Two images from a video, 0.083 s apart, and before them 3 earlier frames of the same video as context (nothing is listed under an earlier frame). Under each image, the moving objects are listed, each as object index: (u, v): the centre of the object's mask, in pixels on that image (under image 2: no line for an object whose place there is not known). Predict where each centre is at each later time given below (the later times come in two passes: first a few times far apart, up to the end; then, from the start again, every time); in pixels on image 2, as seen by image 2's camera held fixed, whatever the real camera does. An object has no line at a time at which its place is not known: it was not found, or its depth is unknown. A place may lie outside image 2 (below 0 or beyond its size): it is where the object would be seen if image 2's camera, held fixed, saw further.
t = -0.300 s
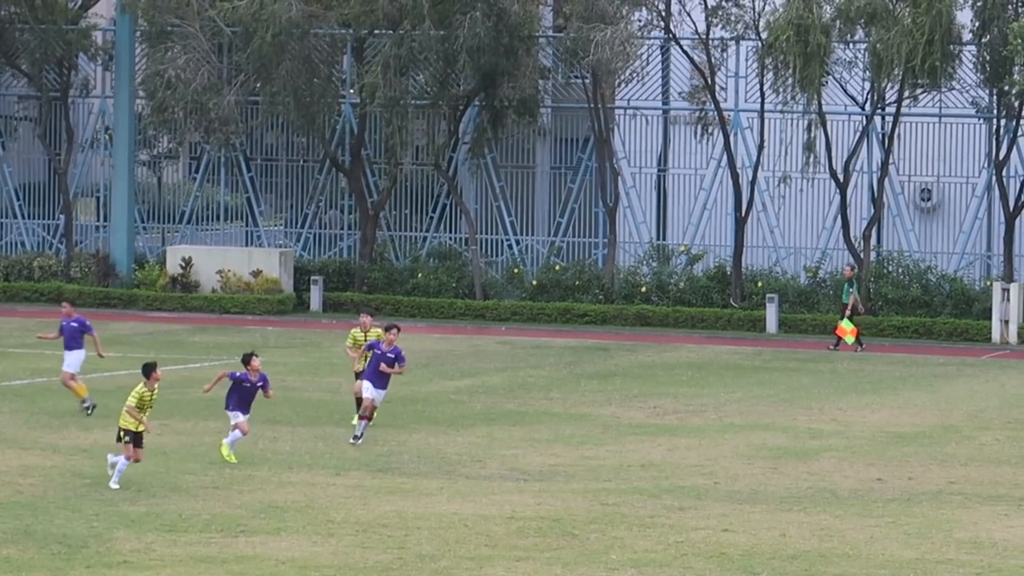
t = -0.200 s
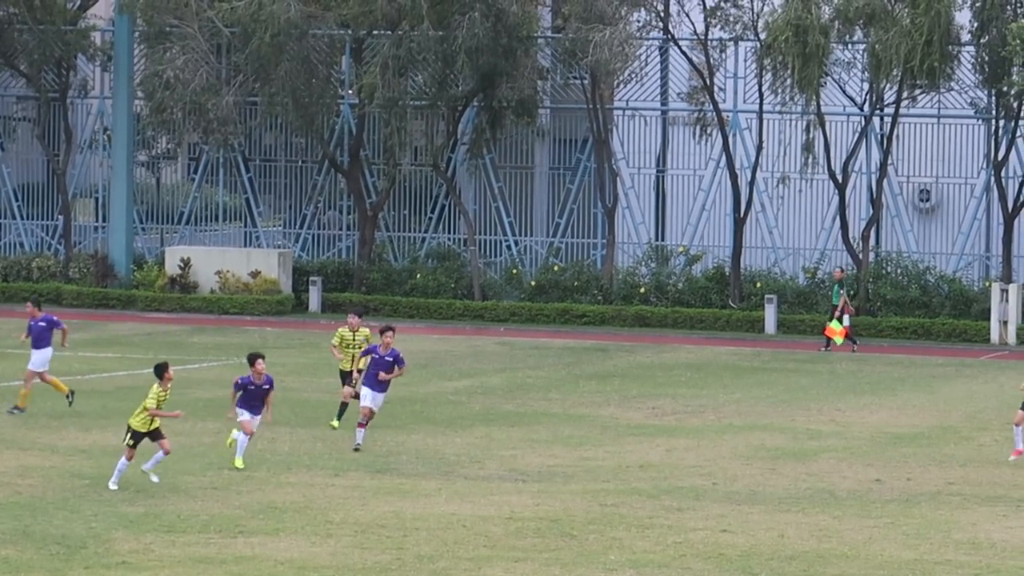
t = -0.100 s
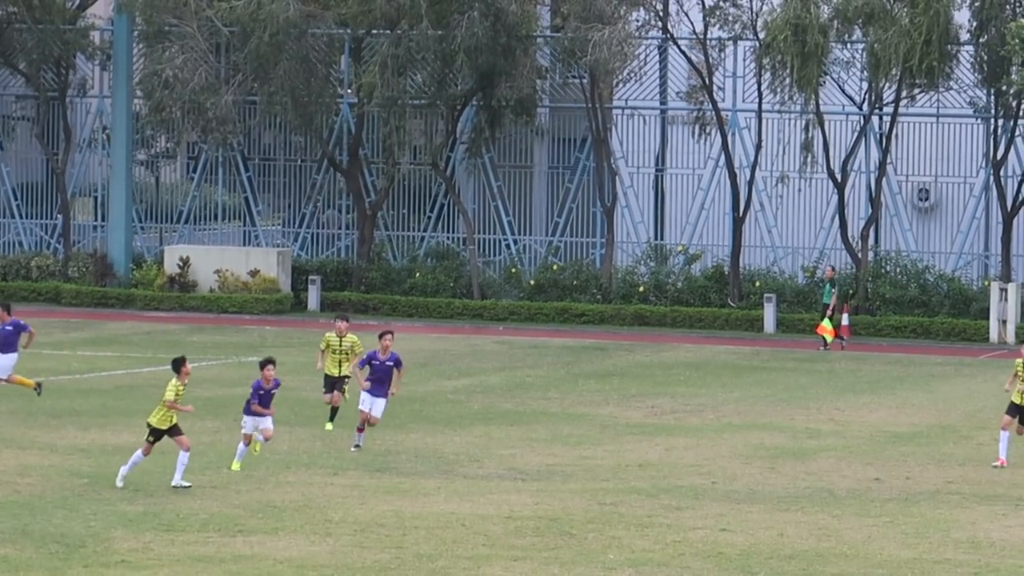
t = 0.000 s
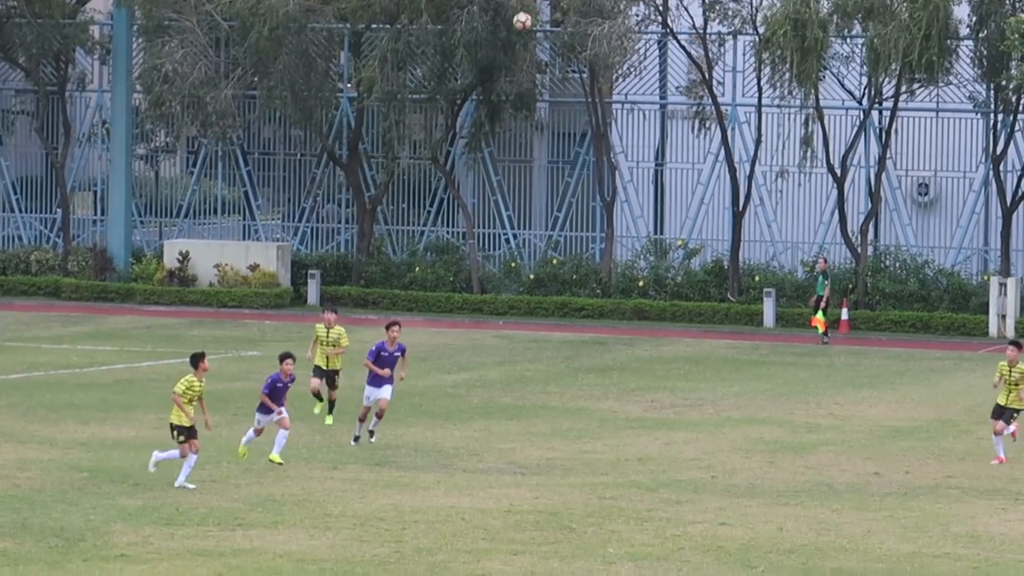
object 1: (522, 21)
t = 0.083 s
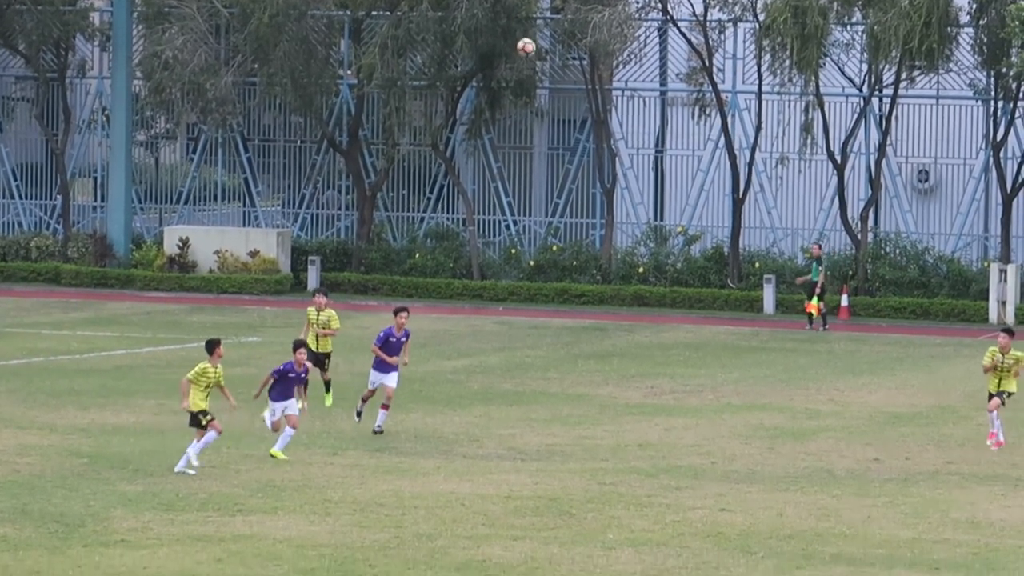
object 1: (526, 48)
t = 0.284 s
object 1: (535, 164)
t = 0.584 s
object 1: (556, 407)
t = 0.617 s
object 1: (558, 438)
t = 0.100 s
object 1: (527, 55)
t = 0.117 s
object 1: (527, 64)
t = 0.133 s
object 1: (528, 74)
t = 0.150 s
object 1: (529, 83)
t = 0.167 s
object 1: (529, 93)
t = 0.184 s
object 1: (530, 102)
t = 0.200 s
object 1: (531, 111)
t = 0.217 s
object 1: (532, 122)
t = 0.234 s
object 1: (532, 130)
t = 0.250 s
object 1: (533, 143)
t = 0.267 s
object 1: (534, 153)
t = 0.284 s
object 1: (535, 164)
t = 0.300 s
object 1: (536, 176)
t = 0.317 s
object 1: (537, 188)
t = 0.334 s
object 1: (538, 199)
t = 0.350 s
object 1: (539, 212)
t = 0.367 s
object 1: (540, 224)
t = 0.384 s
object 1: (542, 235)
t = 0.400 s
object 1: (542, 248)
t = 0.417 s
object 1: (543, 262)
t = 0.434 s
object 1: (545, 275)
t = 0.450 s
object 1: (546, 289)
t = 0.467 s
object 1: (547, 302)
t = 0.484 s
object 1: (548, 317)
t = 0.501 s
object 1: (550, 331)
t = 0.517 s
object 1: (550, 346)
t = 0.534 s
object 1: (552, 361)
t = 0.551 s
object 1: (553, 375)
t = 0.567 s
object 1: (555, 391)
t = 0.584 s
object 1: (556, 407)
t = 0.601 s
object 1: (558, 422)
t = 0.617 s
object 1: (558, 438)
